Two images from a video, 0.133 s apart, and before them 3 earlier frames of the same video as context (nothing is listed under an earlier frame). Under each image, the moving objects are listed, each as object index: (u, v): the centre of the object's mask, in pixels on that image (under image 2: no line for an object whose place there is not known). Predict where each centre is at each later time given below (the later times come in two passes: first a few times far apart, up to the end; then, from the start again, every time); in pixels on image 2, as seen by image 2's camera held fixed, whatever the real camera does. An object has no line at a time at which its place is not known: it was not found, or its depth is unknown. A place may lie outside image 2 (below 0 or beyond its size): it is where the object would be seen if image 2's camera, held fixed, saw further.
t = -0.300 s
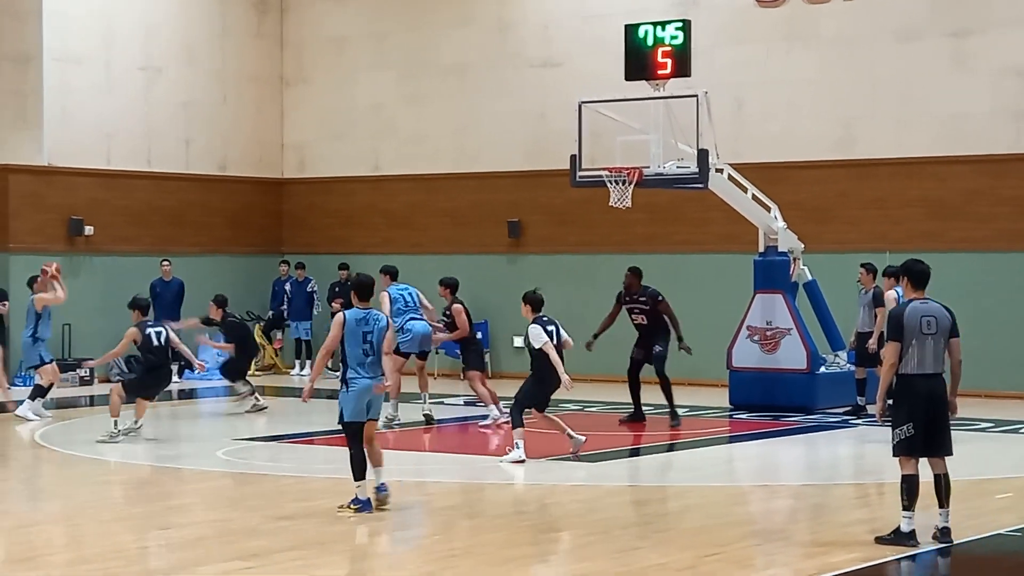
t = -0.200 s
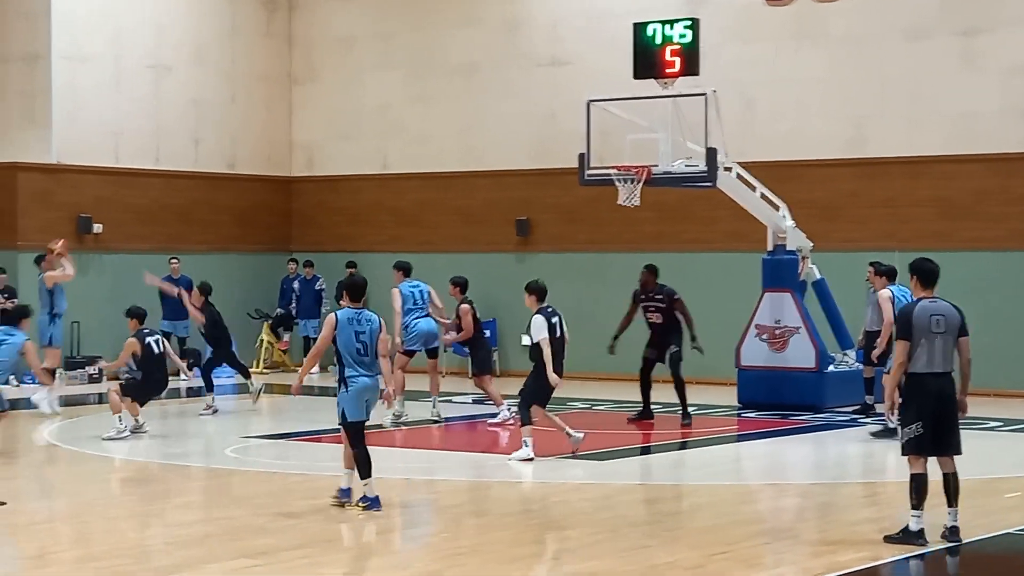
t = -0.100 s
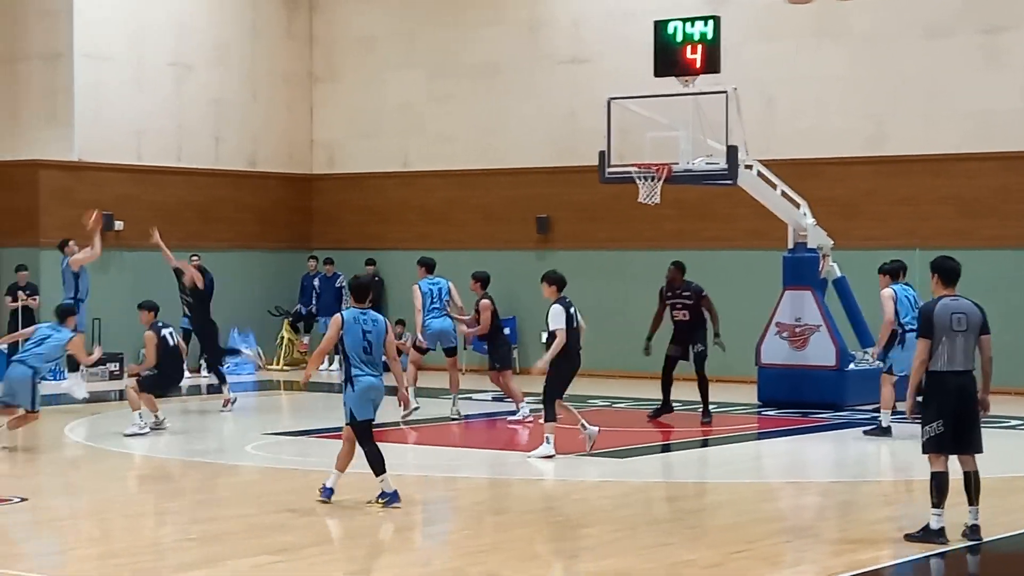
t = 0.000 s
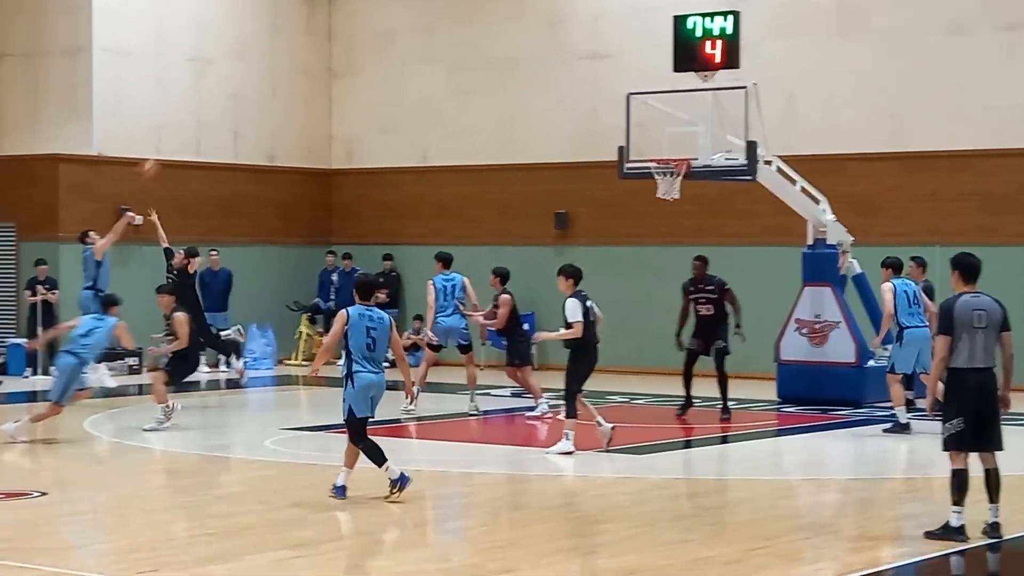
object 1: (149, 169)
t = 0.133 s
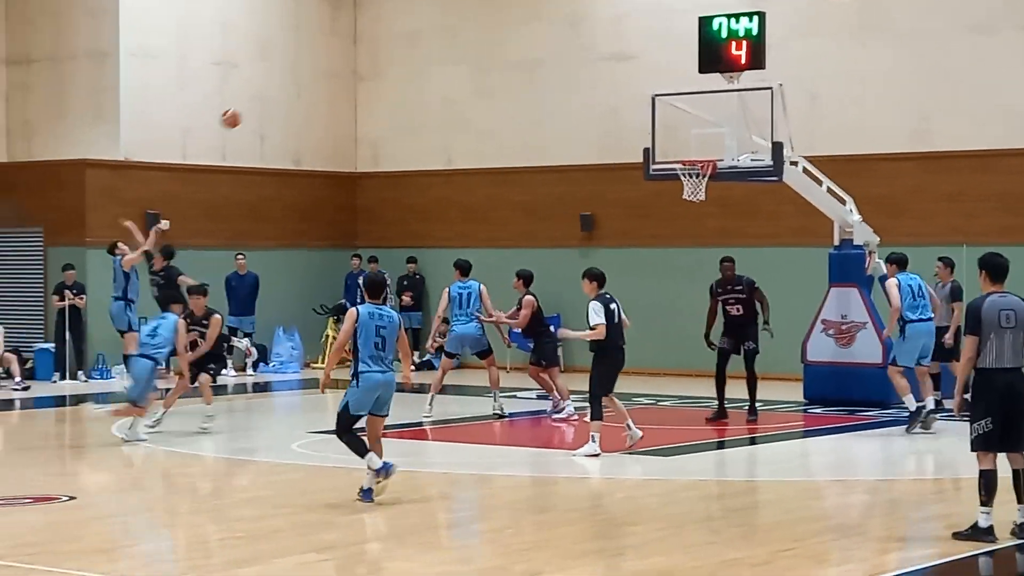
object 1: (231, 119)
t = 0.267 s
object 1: (286, 77)
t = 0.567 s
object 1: (411, 30)
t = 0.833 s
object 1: (520, 46)
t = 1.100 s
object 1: (632, 117)
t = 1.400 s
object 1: (620, 113)
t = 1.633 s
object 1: (563, 105)
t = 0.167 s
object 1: (245, 107)
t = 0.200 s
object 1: (259, 96)
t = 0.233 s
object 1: (272, 86)
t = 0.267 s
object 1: (286, 77)
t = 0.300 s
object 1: (300, 69)
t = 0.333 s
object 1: (314, 60)
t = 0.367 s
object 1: (328, 54)
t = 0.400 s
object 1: (341, 48)
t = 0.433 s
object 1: (355, 43)
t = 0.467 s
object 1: (369, 38)
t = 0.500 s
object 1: (383, 35)
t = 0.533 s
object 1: (397, 32)
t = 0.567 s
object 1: (411, 30)
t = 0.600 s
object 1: (424, 29)
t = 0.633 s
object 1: (437, 29)
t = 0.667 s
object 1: (451, 30)
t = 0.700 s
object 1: (465, 31)
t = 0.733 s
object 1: (479, 34)
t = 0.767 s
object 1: (493, 37)
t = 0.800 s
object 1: (507, 41)
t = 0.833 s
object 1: (520, 46)
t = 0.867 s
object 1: (534, 52)
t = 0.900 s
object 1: (548, 59)
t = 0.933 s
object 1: (561, 67)
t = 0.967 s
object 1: (576, 75)
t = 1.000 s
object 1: (589, 84)
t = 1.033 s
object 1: (603, 94)
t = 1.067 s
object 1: (617, 106)
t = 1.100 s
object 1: (632, 117)
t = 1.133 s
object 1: (645, 131)
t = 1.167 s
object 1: (661, 144)
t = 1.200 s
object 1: (671, 155)
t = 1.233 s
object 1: (663, 148)
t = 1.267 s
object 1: (654, 139)
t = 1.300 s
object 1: (645, 131)
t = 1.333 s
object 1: (637, 124)
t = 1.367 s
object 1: (628, 118)
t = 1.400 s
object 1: (620, 113)
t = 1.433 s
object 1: (611, 109)
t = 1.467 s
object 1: (603, 106)
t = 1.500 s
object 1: (595, 104)
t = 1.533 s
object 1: (587, 103)
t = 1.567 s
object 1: (579, 103)
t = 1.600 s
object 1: (571, 103)
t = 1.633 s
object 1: (563, 105)
